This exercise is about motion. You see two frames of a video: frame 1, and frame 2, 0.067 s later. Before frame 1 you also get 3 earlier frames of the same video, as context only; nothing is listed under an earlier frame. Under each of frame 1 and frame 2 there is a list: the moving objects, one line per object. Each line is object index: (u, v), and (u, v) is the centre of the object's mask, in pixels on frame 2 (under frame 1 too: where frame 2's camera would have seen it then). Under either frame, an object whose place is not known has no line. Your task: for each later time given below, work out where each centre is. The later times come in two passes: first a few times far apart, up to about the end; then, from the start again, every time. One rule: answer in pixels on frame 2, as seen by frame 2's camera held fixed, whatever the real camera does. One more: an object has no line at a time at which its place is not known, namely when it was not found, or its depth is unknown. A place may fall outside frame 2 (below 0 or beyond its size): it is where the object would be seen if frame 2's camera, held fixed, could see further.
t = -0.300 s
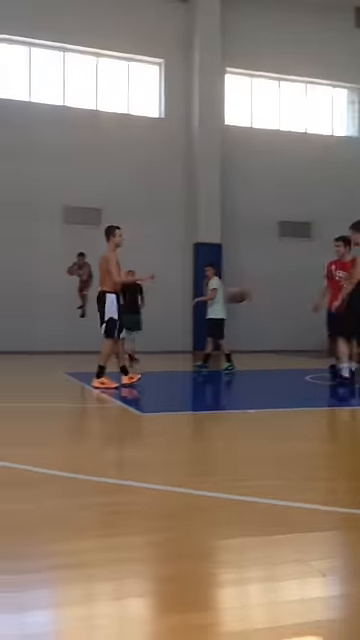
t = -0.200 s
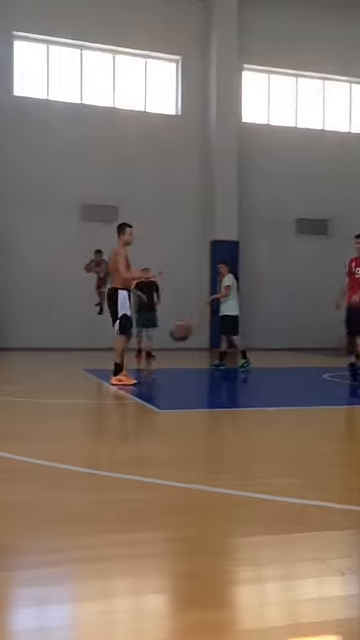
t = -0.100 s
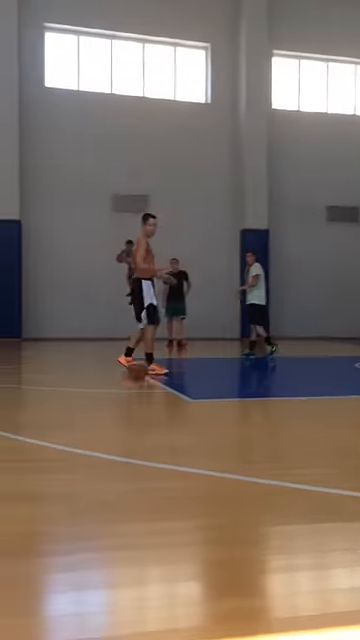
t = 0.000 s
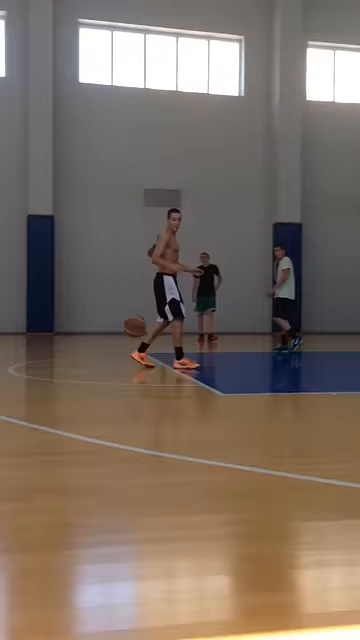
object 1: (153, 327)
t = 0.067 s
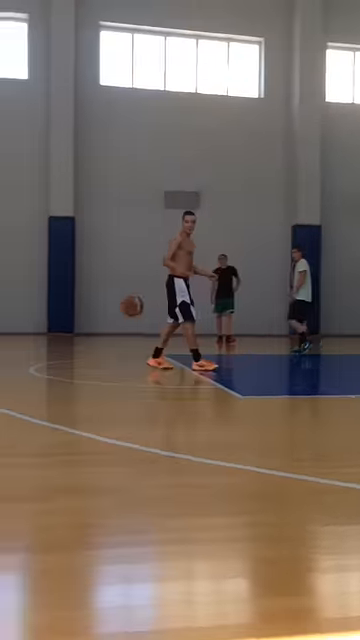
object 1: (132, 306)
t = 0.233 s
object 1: (81, 271)
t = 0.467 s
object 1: (9, 264)
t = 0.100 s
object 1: (121, 298)
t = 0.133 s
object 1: (114, 290)
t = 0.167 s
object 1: (105, 282)
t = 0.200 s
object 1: (94, 277)
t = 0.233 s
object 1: (81, 271)
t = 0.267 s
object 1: (68, 268)
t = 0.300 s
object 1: (60, 264)
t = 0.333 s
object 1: (51, 263)
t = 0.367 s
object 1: (40, 261)
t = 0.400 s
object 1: (28, 261)
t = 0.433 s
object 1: (18, 262)
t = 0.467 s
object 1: (9, 264)
